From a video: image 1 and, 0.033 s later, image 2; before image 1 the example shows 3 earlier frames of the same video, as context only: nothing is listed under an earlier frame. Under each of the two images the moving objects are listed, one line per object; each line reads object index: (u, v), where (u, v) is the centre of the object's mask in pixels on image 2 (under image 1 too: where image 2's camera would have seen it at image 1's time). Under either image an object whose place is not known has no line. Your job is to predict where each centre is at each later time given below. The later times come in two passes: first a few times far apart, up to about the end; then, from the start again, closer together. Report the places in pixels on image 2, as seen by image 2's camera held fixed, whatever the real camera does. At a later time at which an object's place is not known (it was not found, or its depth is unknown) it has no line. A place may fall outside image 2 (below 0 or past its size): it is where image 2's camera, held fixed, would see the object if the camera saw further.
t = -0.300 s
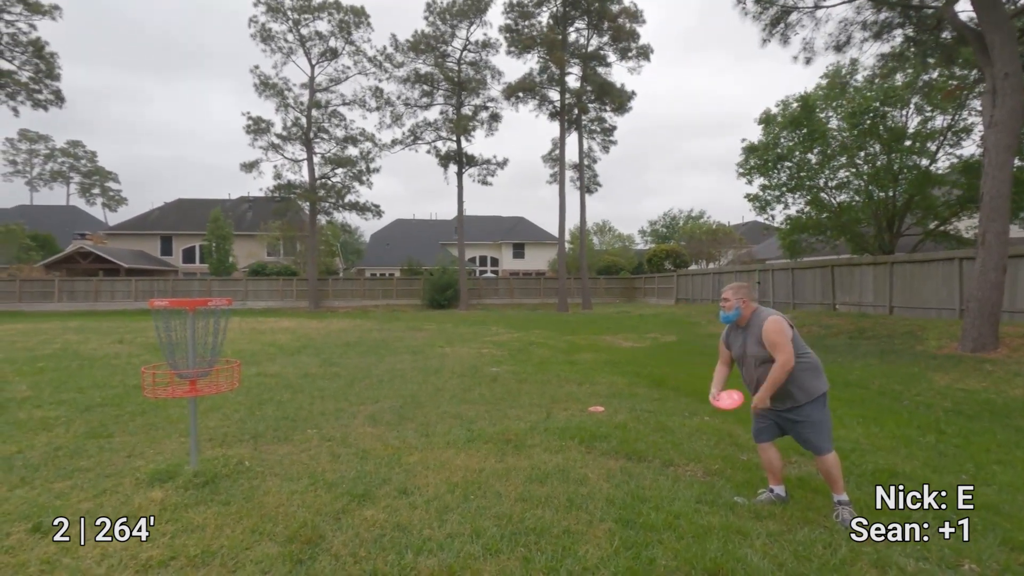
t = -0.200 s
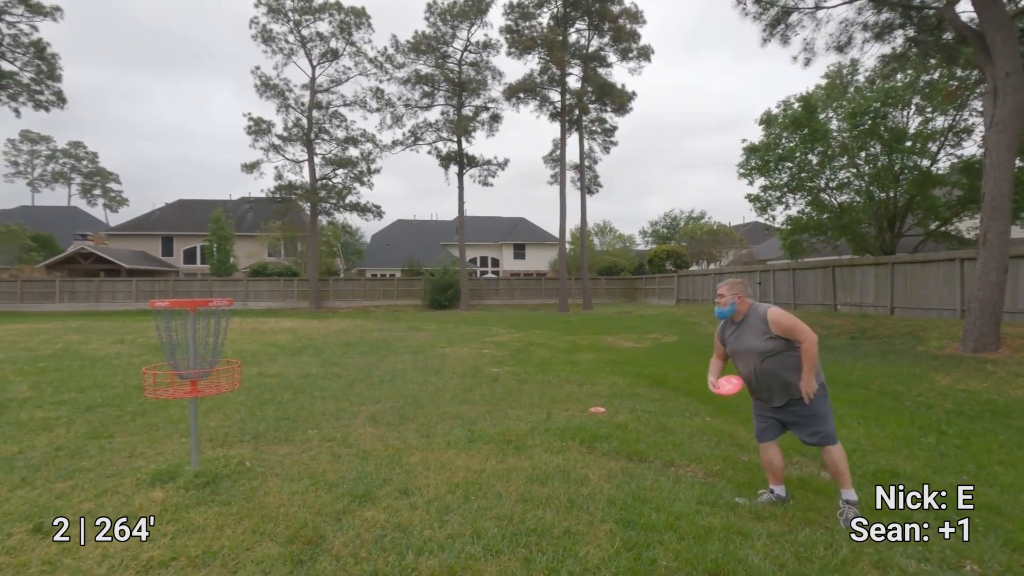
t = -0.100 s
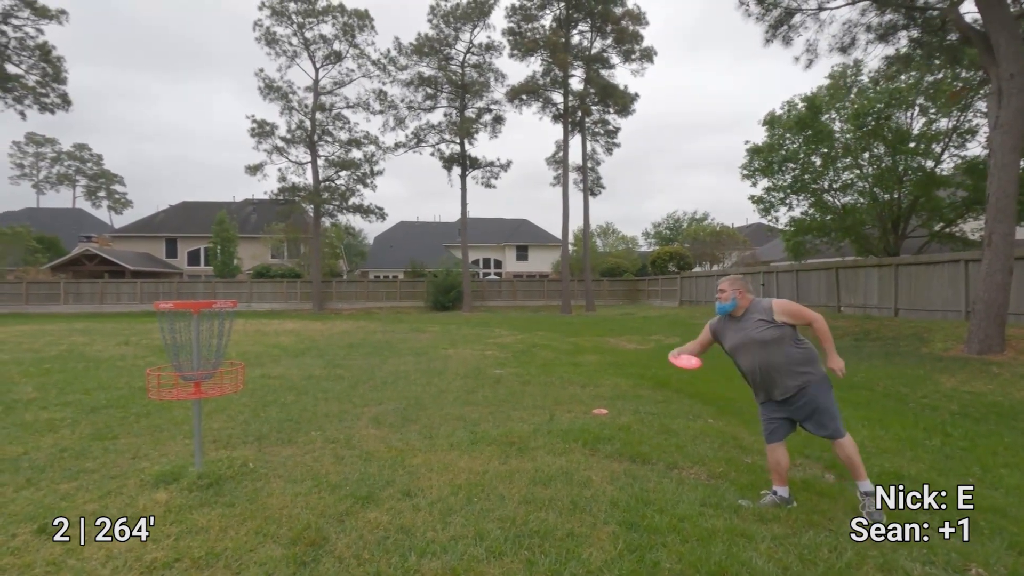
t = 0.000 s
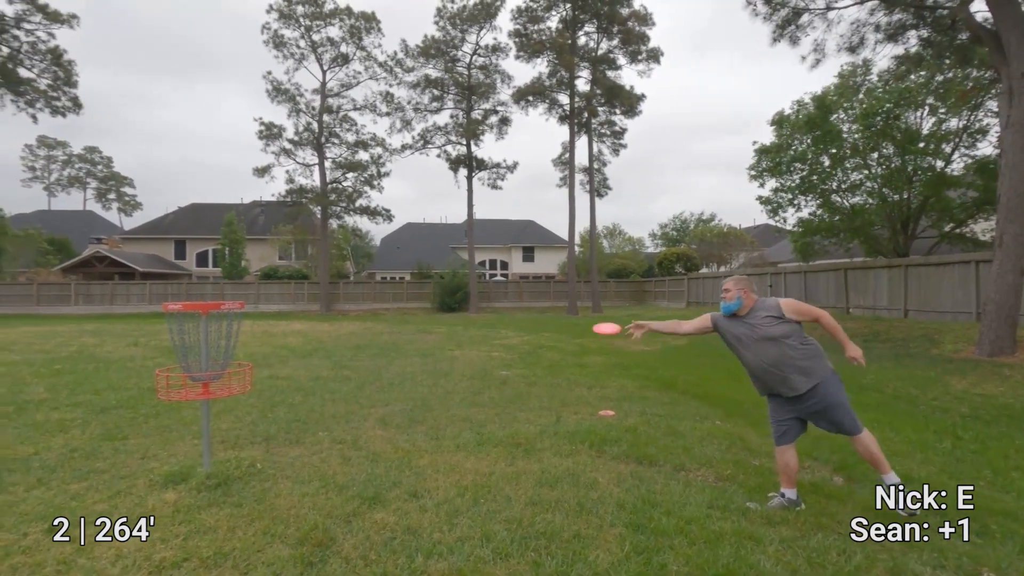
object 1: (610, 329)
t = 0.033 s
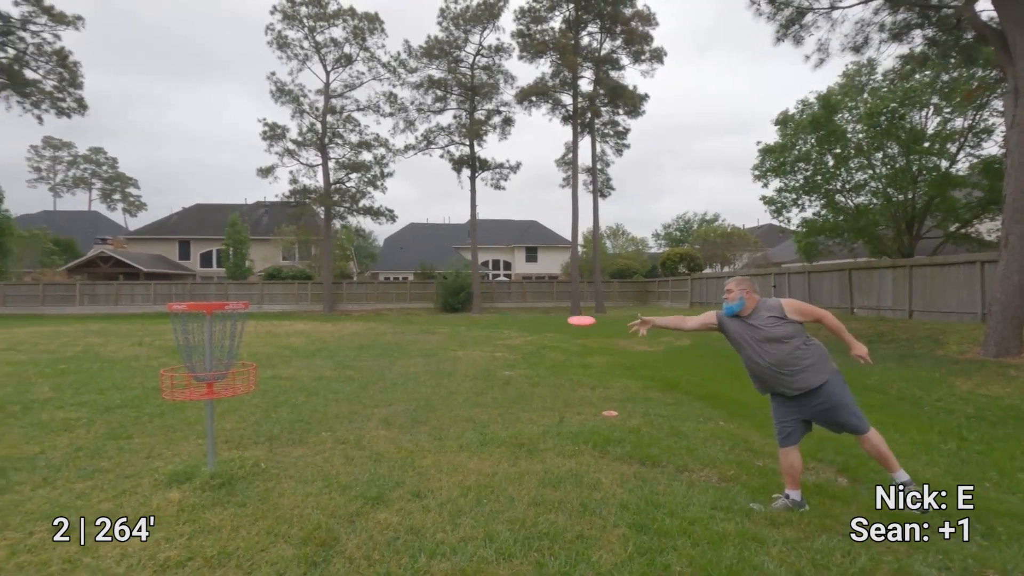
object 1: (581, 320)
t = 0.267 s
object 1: (397, 307)
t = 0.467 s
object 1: (258, 335)
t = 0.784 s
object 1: (216, 368)
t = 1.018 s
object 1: (232, 380)
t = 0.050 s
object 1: (567, 317)
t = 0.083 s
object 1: (539, 311)
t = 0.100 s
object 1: (525, 309)
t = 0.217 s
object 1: (434, 304)
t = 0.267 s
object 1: (397, 307)
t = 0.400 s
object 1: (302, 323)
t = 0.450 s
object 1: (269, 332)
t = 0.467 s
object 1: (258, 335)
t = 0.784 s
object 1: (216, 368)
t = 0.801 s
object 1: (218, 369)
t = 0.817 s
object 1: (220, 370)
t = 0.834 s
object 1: (222, 371)
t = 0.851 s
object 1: (223, 373)
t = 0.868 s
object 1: (225, 375)
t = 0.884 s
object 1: (227, 377)
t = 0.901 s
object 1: (228, 379)
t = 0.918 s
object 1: (229, 380)
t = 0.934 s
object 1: (231, 380)
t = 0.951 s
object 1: (232, 380)
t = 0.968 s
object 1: (233, 380)
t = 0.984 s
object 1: (233, 380)
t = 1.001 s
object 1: (232, 380)
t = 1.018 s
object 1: (232, 380)
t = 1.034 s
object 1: (232, 380)
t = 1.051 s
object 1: (232, 381)
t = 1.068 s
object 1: (232, 382)
